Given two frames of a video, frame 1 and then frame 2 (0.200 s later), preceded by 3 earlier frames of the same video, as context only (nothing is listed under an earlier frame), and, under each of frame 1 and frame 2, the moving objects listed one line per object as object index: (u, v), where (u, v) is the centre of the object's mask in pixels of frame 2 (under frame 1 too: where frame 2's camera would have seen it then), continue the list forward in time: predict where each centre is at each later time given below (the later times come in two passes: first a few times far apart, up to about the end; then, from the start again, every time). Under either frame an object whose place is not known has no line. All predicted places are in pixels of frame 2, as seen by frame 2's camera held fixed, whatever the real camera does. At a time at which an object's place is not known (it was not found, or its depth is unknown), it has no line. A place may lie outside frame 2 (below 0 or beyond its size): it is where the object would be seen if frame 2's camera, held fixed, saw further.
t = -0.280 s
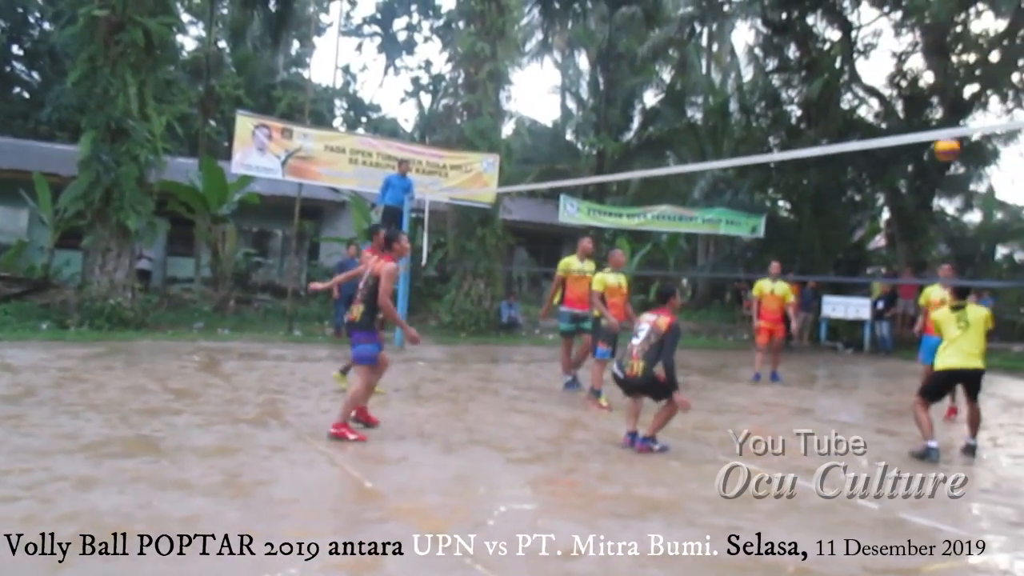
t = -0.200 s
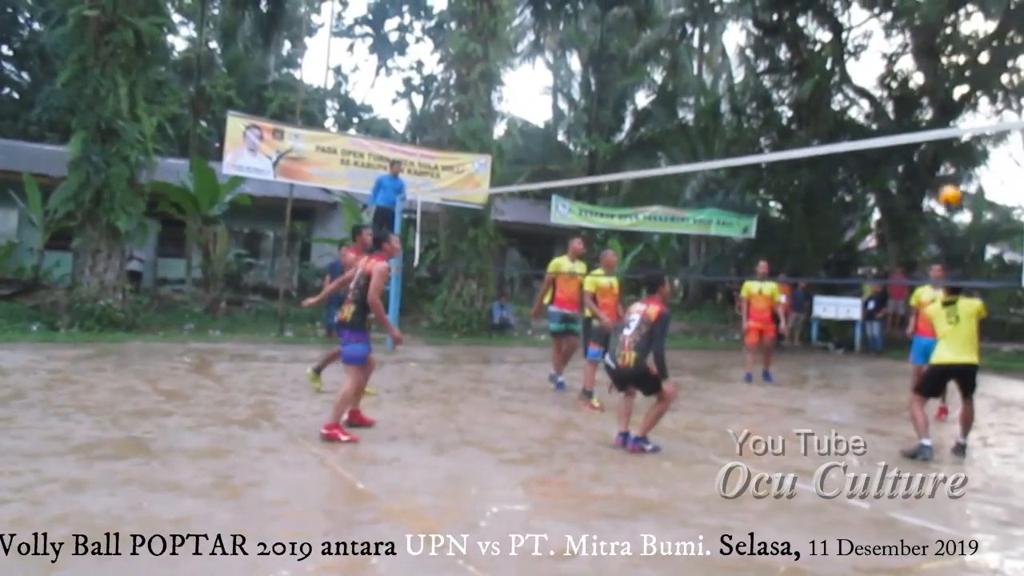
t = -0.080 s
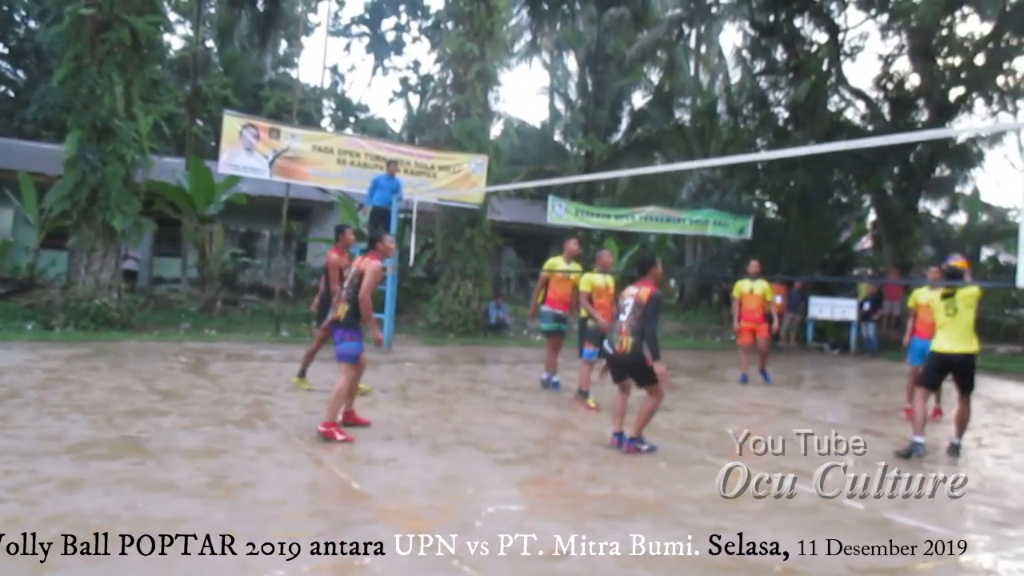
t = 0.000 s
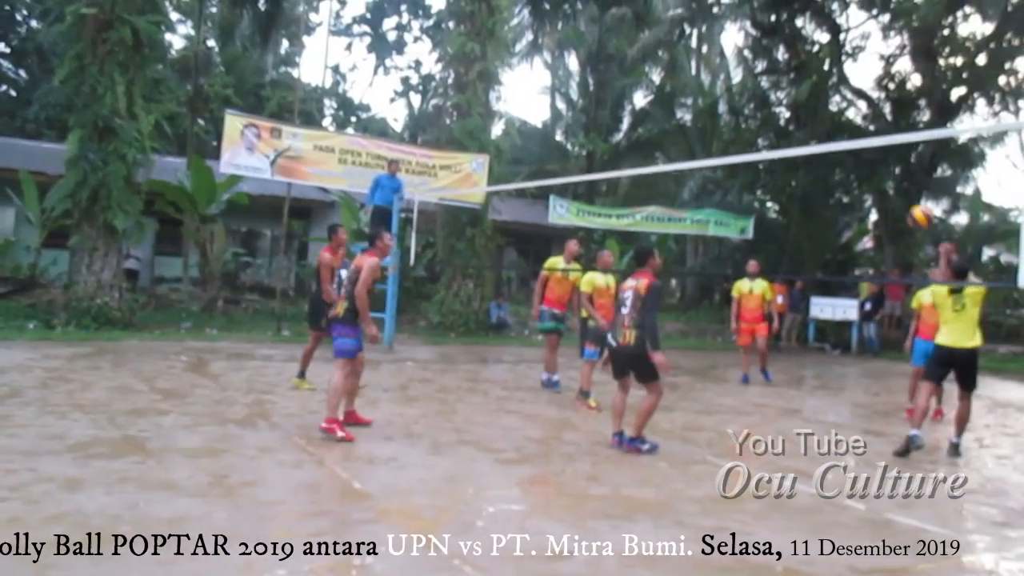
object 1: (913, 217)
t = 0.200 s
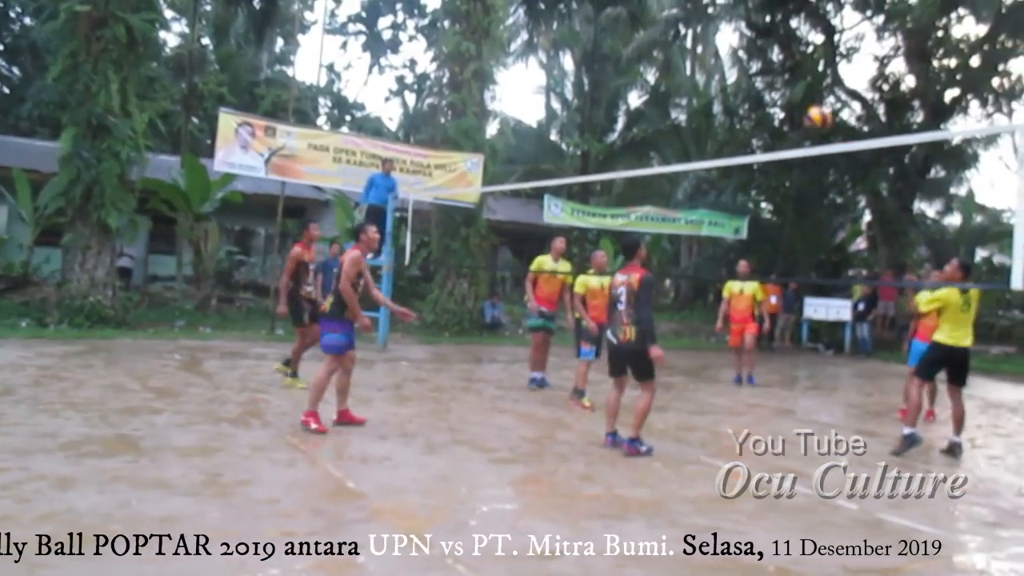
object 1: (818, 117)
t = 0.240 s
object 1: (799, 102)
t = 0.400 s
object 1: (708, 57)
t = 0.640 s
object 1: (556, 40)
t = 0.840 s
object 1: (408, 90)
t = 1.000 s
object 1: (277, 176)
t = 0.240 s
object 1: (799, 102)
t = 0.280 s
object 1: (775, 89)
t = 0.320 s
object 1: (755, 76)
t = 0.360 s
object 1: (733, 66)
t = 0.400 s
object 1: (708, 57)
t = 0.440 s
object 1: (685, 48)
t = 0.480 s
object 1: (661, 43)
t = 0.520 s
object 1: (636, 39)
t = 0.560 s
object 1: (610, 38)
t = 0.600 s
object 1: (583, 37)
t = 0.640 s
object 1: (556, 40)
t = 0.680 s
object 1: (528, 45)
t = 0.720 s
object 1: (498, 52)
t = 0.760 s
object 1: (470, 63)
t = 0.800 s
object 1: (441, 74)
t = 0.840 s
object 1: (408, 90)
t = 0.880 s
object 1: (376, 110)
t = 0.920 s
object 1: (344, 126)
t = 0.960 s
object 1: (310, 153)
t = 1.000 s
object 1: (277, 176)
